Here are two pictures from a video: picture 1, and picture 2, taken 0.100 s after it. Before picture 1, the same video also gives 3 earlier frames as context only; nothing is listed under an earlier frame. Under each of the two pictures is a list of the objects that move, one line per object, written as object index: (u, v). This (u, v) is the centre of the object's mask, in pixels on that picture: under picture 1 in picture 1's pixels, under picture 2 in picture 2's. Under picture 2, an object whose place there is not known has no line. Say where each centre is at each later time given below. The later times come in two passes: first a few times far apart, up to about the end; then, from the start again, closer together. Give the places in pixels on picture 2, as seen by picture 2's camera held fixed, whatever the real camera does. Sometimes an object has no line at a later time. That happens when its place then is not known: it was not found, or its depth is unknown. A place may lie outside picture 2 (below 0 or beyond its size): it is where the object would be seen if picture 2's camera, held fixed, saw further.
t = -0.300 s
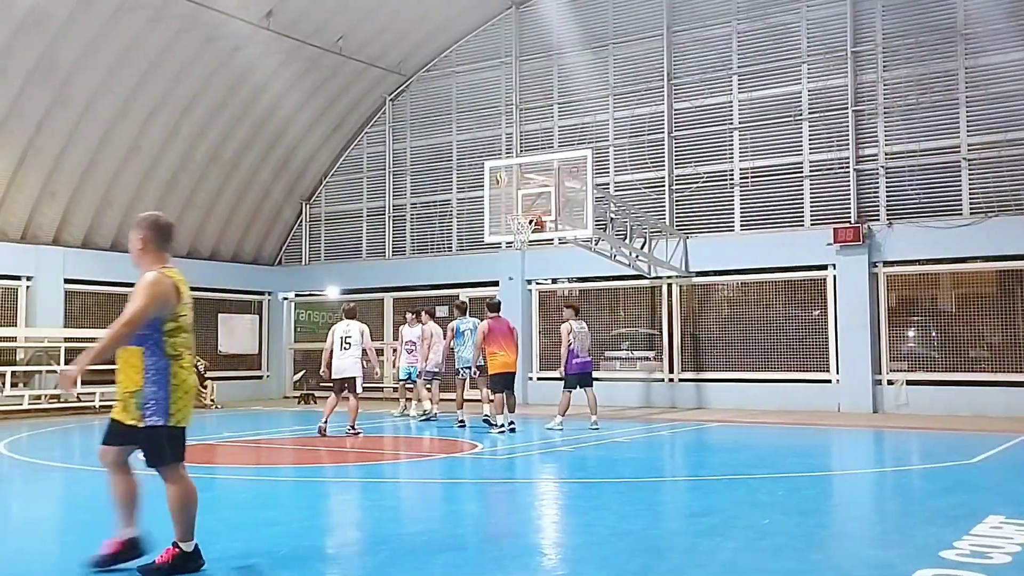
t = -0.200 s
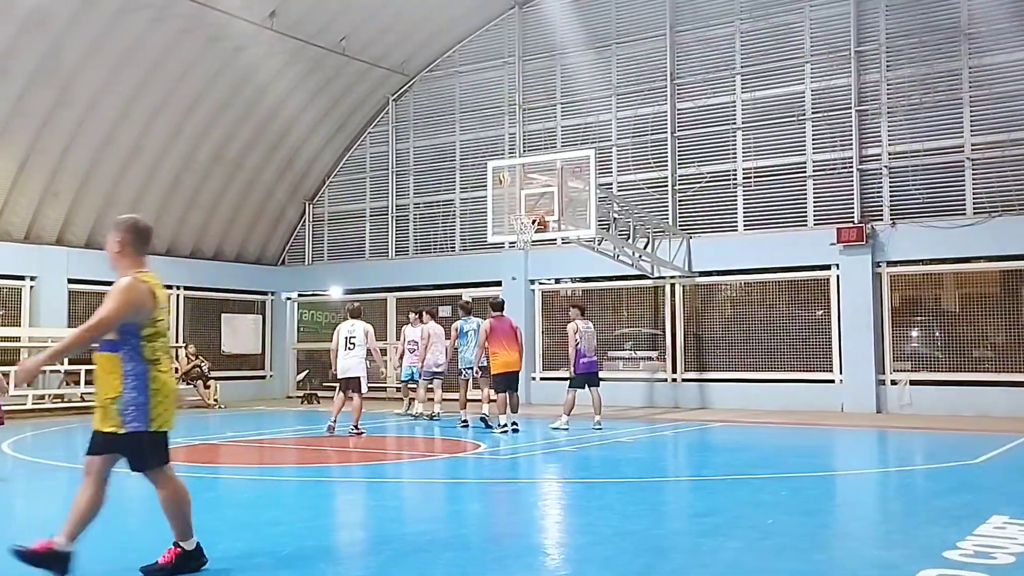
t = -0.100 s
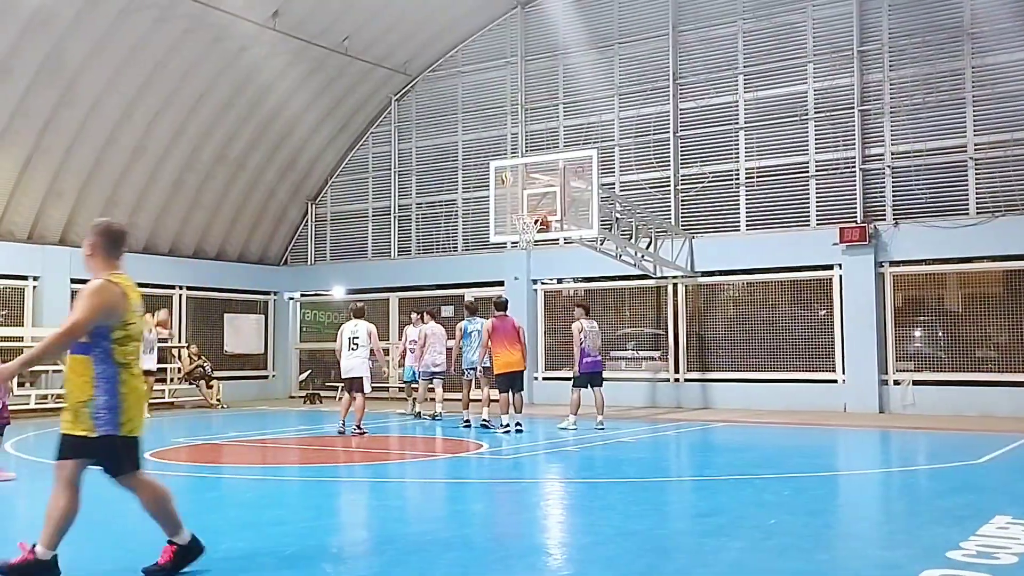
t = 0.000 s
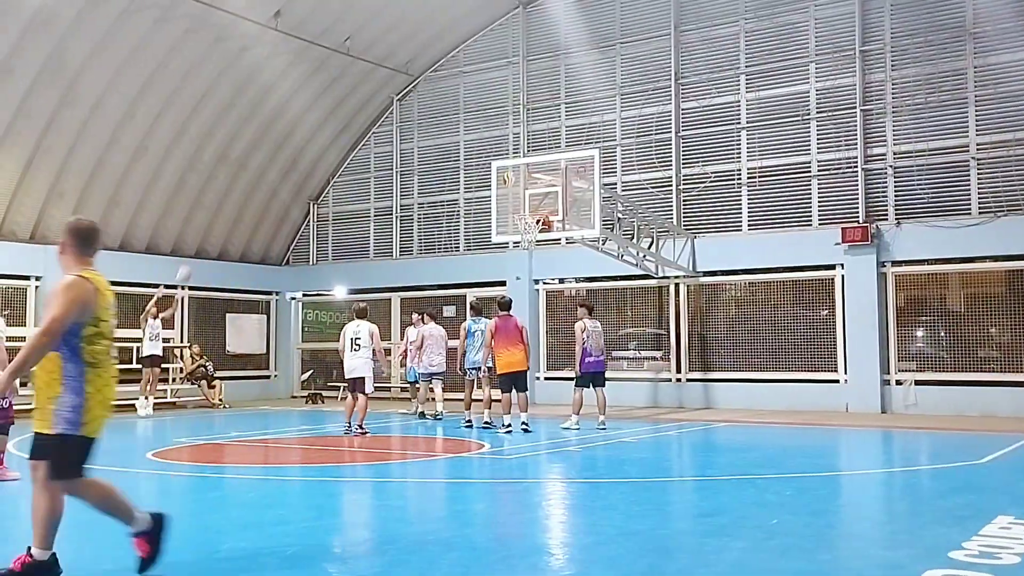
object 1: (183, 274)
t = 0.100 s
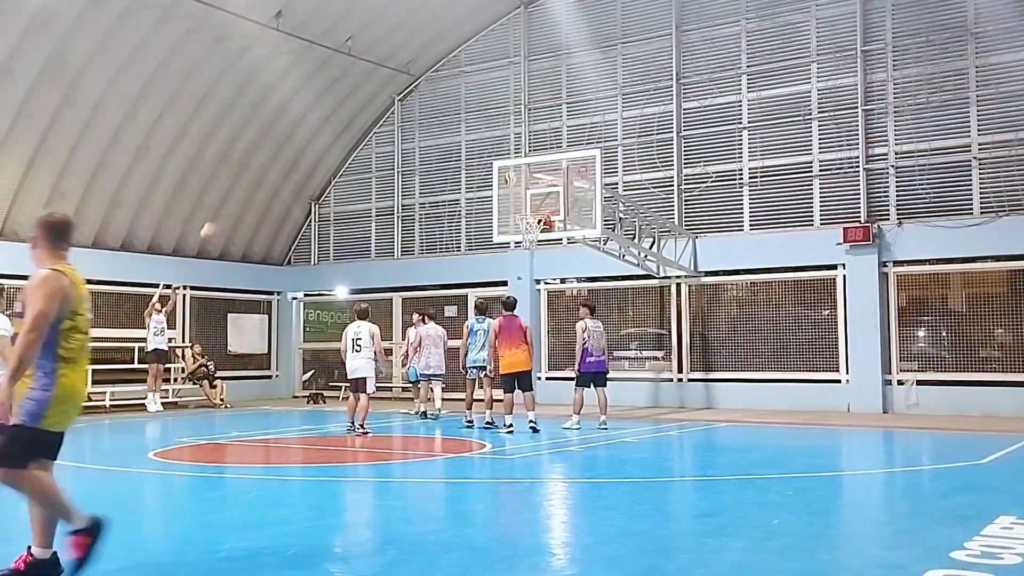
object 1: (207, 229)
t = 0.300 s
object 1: (256, 163)
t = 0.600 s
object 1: (328, 102)
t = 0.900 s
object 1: (401, 94)
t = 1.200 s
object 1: (477, 142)
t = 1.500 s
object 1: (540, 193)
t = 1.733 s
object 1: (563, 188)
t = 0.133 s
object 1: (215, 218)
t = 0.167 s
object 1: (225, 205)
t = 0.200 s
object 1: (232, 194)
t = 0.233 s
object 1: (239, 183)
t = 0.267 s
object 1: (246, 172)
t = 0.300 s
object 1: (256, 163)
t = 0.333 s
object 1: (264, 154)
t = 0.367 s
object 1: (271, 144)
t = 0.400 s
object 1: (279, 136)
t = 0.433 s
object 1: (288, 129)
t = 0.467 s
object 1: (296, 121)
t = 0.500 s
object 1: (304, 116)
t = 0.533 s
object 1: (312, 111)
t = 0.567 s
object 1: (320, 106)
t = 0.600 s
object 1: (328, 102)
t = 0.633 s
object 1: (336, 98)
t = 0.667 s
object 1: (345, 95)
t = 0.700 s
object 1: (352, 93)
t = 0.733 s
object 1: (360, 90)
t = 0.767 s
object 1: (368, 89)
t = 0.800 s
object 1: (377, 89)
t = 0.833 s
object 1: (386, 89)
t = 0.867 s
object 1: (393, 90)
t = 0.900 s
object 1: (401, 94)
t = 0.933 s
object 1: (409, 95)
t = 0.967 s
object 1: (416, 99)
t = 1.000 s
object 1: (425, 102)
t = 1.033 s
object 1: (434, 107)
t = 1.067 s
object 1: (443, 113)
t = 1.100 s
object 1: (452, 118)
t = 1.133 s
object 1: (460, 126)
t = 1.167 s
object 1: (468, 133)
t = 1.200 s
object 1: (477, 142)
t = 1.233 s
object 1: (486, 151)
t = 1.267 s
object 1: (494, 160)
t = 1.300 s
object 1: (504, 173)
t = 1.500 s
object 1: (540, 193)
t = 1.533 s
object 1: (542, 190)
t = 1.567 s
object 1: (546, 189)
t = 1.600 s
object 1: (549, 188)
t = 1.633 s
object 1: (551, 188)
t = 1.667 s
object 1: (556, 186)
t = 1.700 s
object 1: (558, 186)
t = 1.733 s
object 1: (563, 188)
